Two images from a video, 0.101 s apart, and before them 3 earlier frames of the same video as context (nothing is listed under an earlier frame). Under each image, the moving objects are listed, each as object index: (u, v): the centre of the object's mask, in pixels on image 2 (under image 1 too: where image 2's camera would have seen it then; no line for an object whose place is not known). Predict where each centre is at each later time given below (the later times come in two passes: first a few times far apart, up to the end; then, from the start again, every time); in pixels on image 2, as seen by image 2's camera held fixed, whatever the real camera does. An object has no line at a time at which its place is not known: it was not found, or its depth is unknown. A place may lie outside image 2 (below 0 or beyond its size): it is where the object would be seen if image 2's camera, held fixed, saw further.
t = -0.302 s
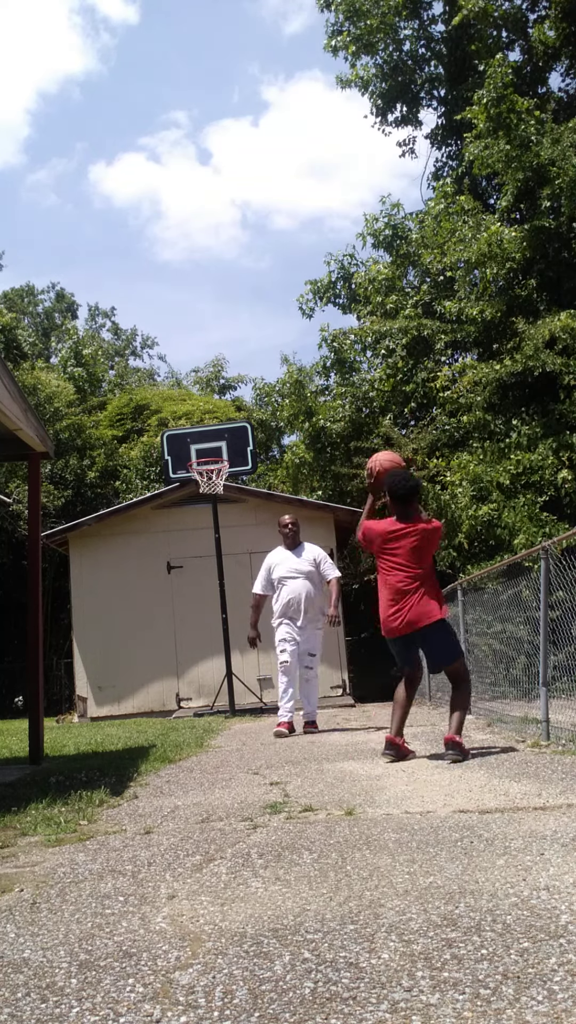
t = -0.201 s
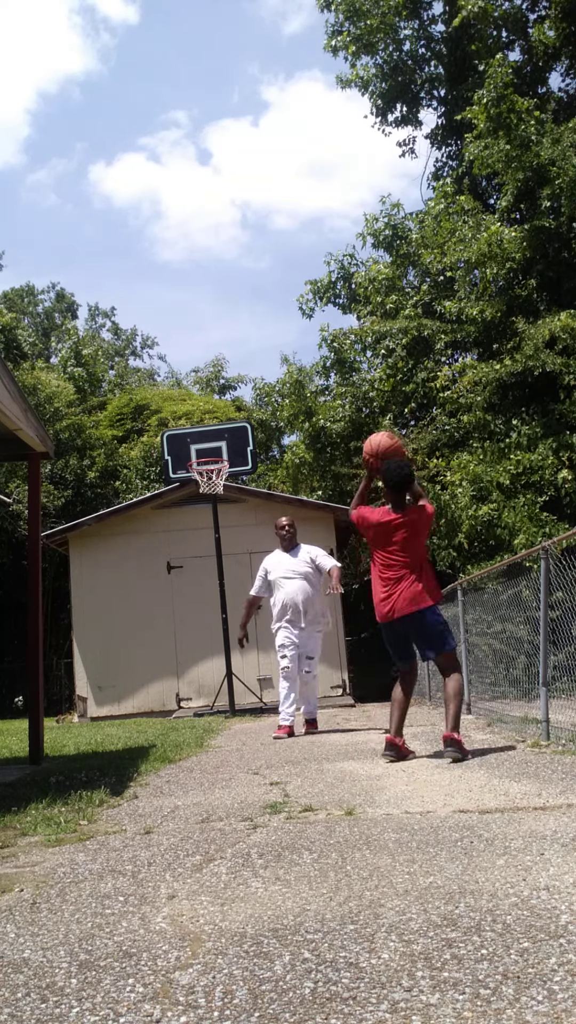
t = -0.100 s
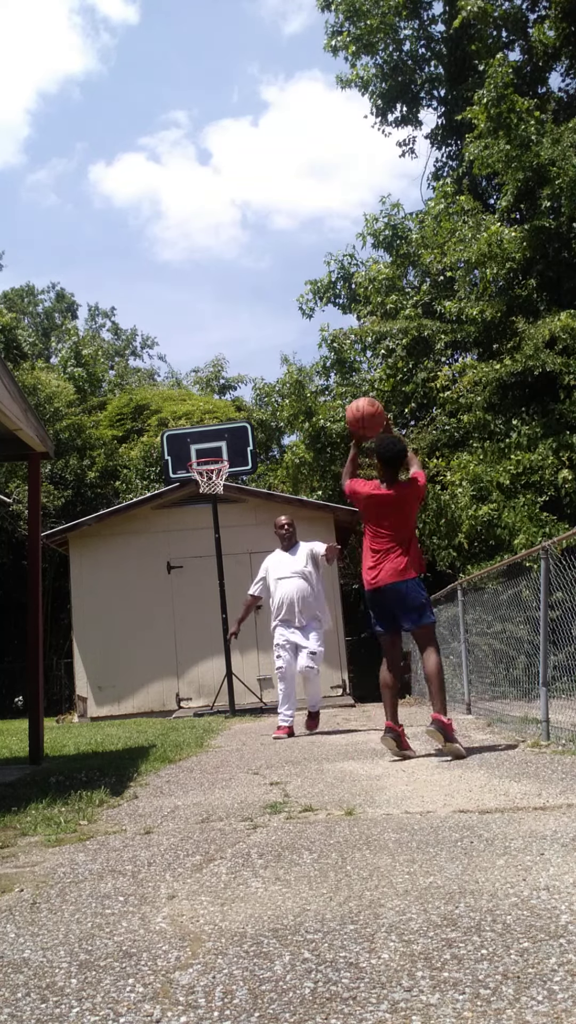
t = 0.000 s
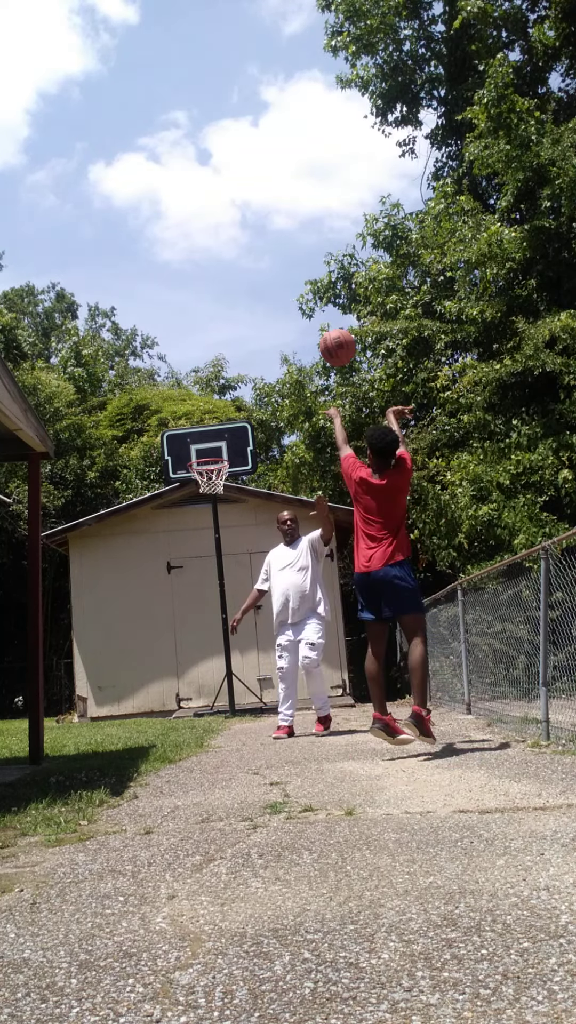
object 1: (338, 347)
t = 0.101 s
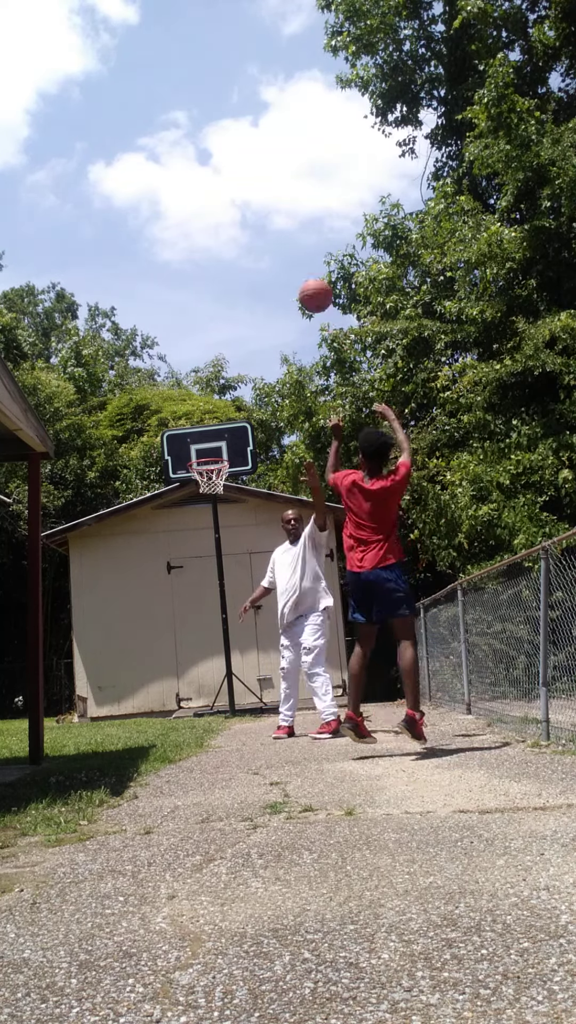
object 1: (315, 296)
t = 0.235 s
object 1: (291, 257)
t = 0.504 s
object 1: (257, 251)
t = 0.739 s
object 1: (238, 300)
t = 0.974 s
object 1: (225, 386)
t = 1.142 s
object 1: (217, 462)
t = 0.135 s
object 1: (309, 284)
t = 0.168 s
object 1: (303, 273)
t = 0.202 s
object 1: (297, 264)
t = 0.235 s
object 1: (291, 257)
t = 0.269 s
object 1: (286, 252)
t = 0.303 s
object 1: (281, 248)
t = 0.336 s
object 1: (277, 246)
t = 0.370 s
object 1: (272, 244)
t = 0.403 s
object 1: (268, 244)
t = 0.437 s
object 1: (264, 245)
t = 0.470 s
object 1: (261, 247)
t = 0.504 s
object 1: (257, 251)
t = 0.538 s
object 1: (254, 256)
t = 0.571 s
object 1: (251, 261)
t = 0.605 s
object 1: (248, 267)
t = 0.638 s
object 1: (245, 274)
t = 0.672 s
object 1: (243, 282)
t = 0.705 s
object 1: (240, 291)
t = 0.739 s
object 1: (238, 300)
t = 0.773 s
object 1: (236, 310)
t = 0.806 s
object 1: (234, 321)
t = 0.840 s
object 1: (232, 333)
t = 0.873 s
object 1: (230, 345)
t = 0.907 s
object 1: (229, 358)
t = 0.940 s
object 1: (227, 371)
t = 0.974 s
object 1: (225, 386)
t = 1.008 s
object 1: (224, 400)
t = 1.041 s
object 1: (222, 416)
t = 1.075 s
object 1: (221, 432)
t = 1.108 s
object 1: (220, 448)
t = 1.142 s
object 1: (217, 462)
